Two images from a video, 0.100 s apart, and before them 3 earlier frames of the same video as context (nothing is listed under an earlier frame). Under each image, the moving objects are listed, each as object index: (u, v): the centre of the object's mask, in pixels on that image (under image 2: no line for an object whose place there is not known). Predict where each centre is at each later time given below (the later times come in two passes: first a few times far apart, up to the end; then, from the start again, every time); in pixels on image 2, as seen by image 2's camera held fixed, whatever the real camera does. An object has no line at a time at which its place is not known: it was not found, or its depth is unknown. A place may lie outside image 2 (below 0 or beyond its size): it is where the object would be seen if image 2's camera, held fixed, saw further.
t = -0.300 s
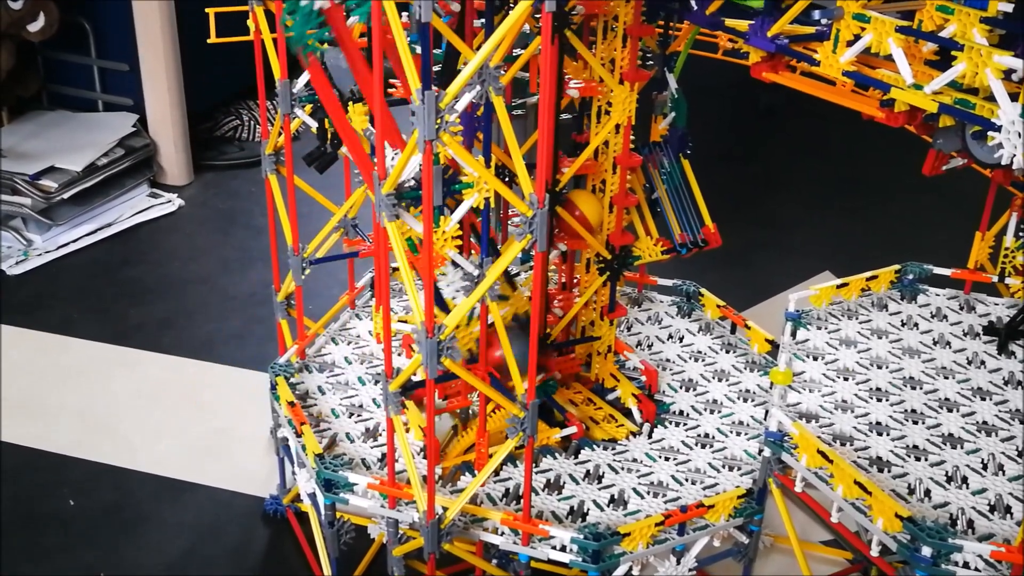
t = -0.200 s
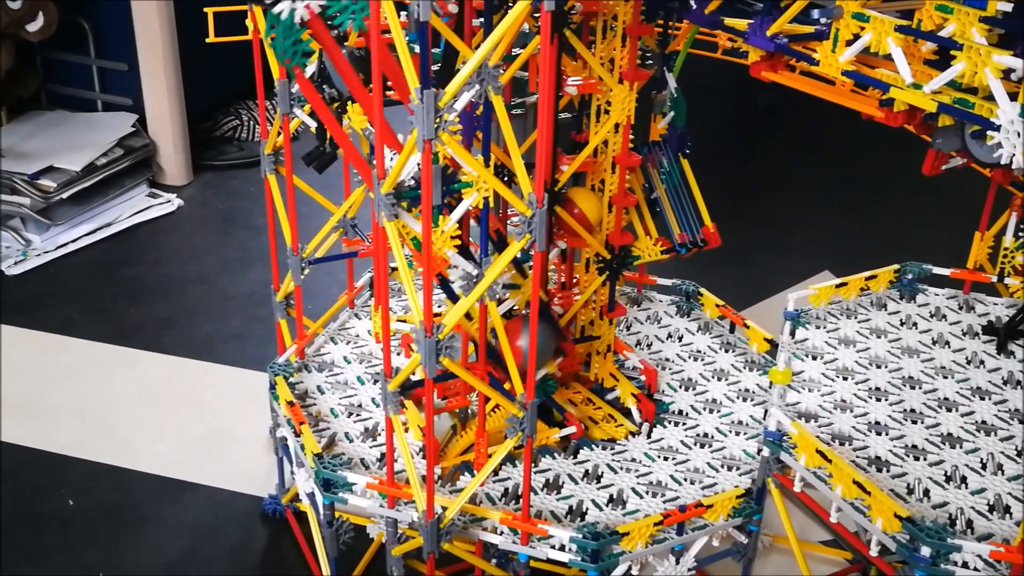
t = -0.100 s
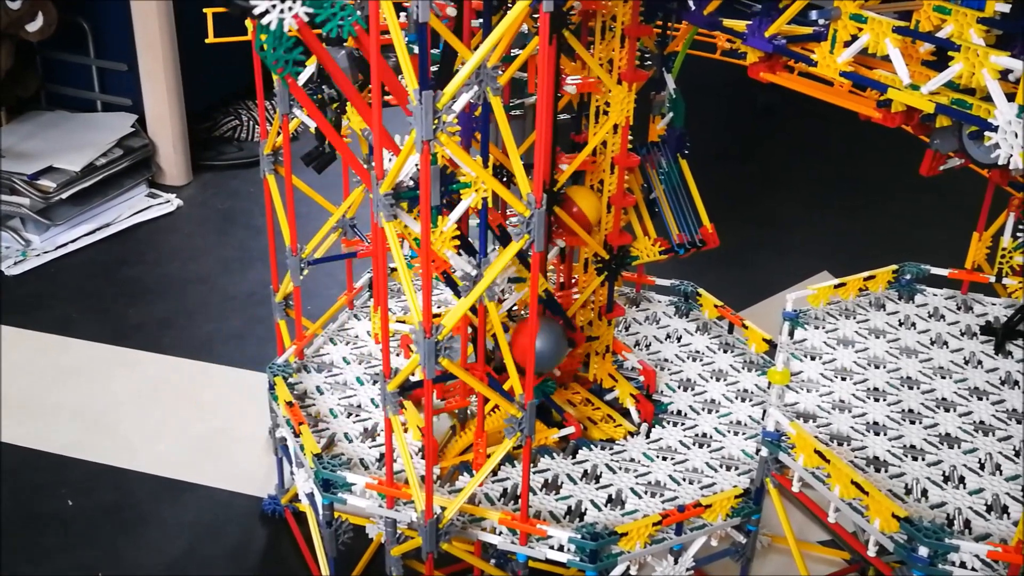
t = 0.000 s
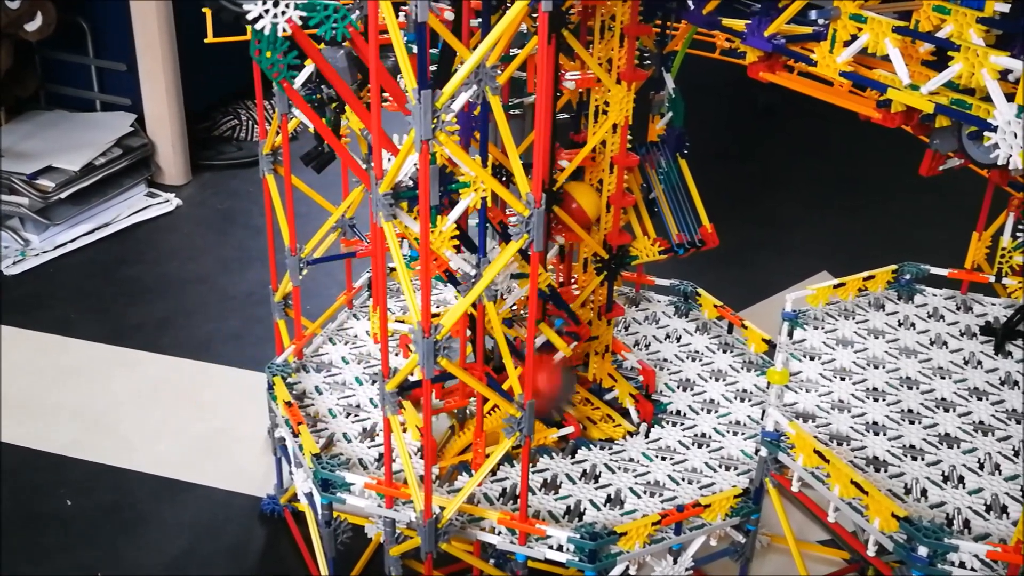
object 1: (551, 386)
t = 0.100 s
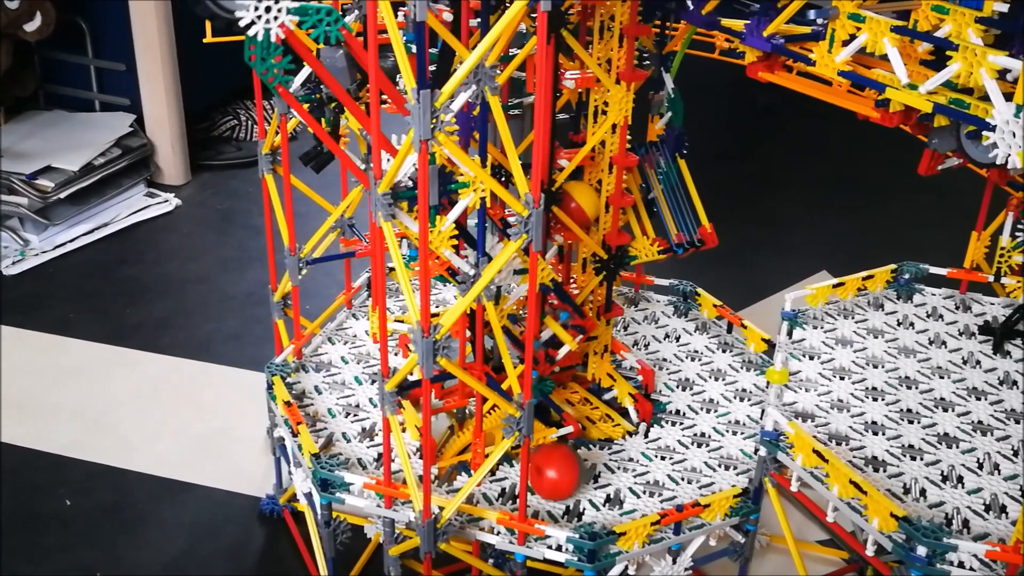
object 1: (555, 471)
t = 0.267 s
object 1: (595, 500)
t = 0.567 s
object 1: (652, 483)
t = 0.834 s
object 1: (676, 452)
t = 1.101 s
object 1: (668, 413)
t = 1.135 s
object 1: (663, 409)
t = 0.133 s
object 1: (563, 482)
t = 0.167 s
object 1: (569, 489)
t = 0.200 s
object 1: (577, 493)
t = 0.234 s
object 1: (586, 497)
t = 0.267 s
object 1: (595, 500)
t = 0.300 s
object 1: (603, 499)
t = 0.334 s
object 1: (612, 498)
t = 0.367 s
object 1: (620, 498)
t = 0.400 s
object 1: (628, 496)
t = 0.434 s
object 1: (634, 494)
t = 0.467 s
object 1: (638, 491)
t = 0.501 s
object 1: (643, 489)
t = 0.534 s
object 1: (647, 486)
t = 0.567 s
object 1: (652, 483)
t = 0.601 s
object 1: (656, 480)
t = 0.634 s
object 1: (660, 476)
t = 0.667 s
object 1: (664, 472)
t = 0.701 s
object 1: (667, 468)
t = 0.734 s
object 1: (670, 464)
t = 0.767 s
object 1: (672, 460)
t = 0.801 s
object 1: (674, 456)
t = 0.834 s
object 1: (676, 452)
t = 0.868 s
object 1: (677, 448)
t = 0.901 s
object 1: (678, 443)
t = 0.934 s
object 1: (677, 438)
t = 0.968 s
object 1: (677, 435)
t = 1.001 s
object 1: (678, 430)
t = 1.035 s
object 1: (674, 425)
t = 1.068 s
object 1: (671, 419)
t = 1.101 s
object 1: (668, 413)
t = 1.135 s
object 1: (663, 409)
